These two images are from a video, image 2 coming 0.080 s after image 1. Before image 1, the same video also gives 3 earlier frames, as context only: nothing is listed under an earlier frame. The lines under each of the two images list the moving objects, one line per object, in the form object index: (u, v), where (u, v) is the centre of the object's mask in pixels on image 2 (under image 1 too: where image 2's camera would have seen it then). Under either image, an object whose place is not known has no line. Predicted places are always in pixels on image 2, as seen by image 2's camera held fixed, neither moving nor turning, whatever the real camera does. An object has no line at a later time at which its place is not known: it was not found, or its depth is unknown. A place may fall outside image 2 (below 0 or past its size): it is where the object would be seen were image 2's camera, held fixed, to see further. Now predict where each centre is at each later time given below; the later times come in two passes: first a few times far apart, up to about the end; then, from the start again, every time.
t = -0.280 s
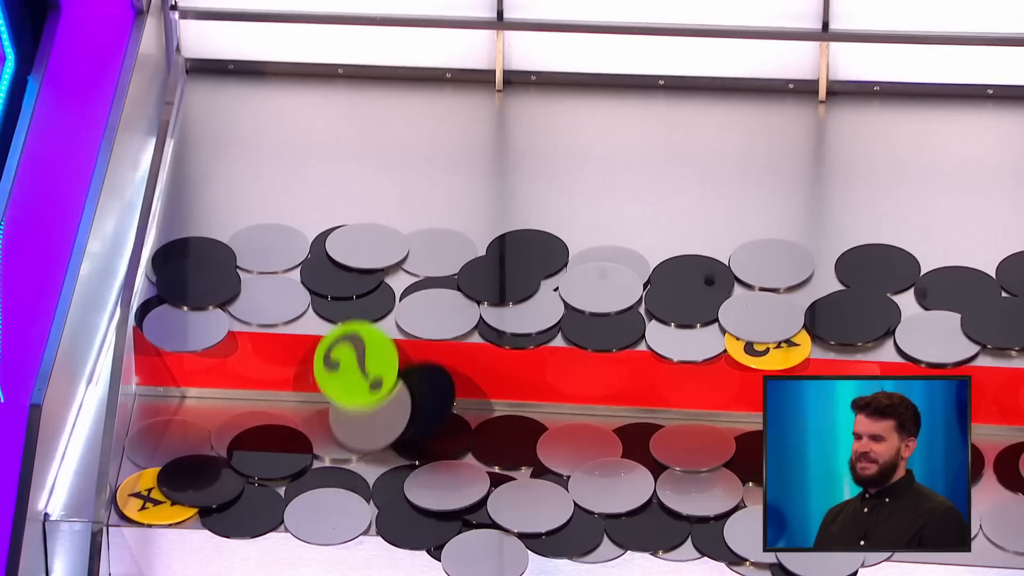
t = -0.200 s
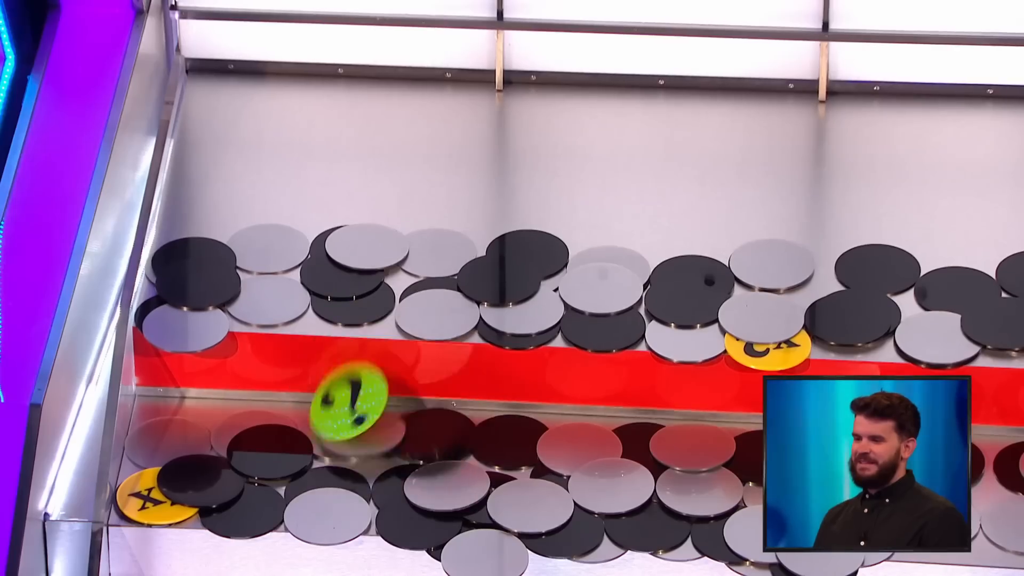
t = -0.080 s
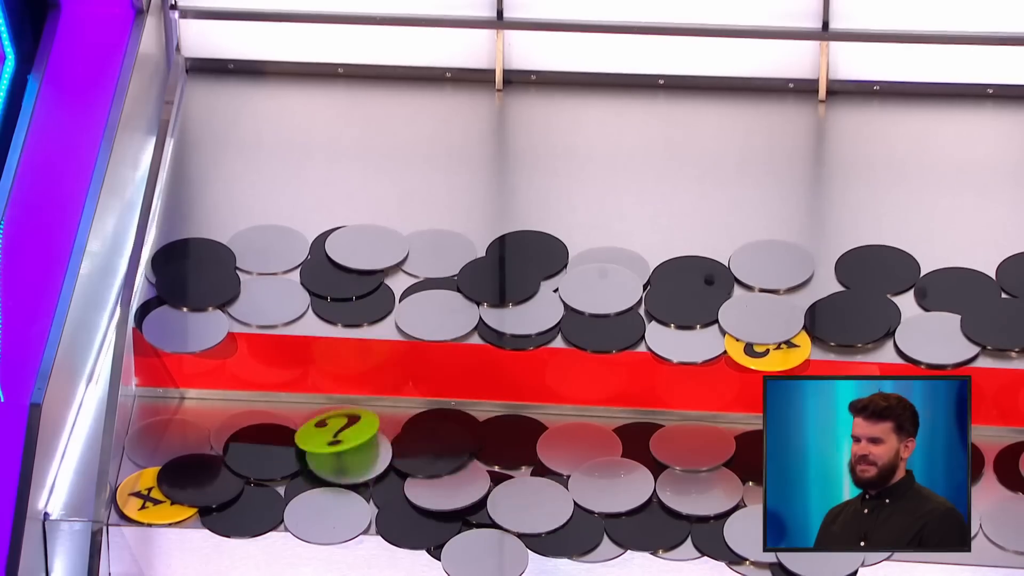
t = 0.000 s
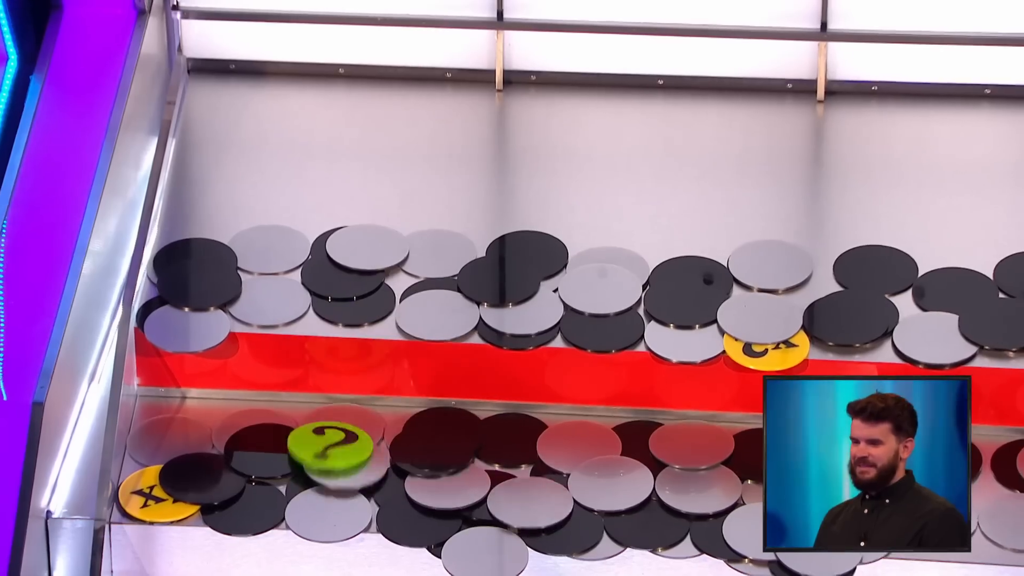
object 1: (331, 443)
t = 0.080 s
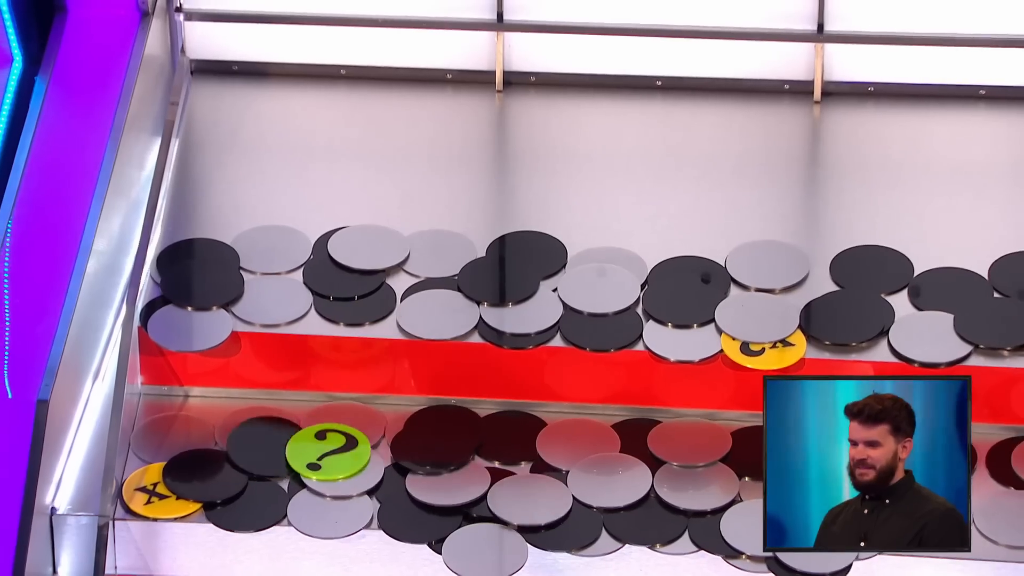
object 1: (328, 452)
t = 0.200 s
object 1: (328, 461)
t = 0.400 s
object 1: (328, 464)
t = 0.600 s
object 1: (328, 465)
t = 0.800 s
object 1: (328, 465)
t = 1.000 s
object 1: (328, 465)
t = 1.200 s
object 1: (328, 465)
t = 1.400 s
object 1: (328, 465)
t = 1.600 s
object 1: (328, 465)
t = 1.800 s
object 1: (328, 465)
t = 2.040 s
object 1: (328, 466)
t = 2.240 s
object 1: (328, 466)
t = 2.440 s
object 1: (328, 466)
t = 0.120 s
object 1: (327, 455)
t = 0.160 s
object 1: (327, 458)
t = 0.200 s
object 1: (328, 461)
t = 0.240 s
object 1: (328, 463)
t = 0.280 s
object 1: (328, 464)
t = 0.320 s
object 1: (328, 464)
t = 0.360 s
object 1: (328, 464)
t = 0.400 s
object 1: (328, 464)
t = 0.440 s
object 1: (328, 465)
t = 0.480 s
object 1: (328, 465)
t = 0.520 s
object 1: (328, 465)
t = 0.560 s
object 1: (328, 465)
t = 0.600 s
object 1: (328, 465)
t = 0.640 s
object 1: (328, 465)
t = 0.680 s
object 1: (328, 465)
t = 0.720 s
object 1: (328, 465)
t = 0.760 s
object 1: (328, 465)
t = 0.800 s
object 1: (328, 465)
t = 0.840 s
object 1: (328, 465)
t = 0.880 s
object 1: (328, 465)
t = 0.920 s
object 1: (328, 465)
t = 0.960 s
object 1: (328, 465)
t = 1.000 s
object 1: (328, 465)
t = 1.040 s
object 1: (328, 465)
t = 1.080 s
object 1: (328, 465)
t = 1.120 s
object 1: (328, 465)
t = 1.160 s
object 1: (328, 465)
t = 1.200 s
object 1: (328, 465)
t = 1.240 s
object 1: (328, 465)
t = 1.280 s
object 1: (328, 465)
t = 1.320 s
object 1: (328, 465)
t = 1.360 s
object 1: (328, 465)
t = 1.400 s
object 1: (328, 465)
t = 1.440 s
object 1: (328, 465)
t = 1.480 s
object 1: (328, 465)
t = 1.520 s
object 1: (328, 465)
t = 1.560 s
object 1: (328, 465)
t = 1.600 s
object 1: (328, 465)
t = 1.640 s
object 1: (328, 465)
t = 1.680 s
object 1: (328, 465)
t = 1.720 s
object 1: (328, 465)
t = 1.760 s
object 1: (328, 465)
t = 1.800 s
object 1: (328, 465)
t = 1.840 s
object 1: (328, 465)
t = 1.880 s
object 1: (328, 465)
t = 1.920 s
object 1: (328, 465)
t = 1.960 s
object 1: (328, 466)
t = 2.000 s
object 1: (328, 466)
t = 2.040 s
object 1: (328, 466)
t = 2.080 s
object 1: (328, 466)
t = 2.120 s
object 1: (328, 466)
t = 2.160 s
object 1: (328, 466)
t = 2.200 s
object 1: (328, 466)
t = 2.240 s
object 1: (328, 466)
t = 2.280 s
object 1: (328, 466)
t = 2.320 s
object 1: (328, 466)
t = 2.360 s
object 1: (328, 466)
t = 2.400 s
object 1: (327, 466)
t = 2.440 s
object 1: (328, 466)
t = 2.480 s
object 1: (327, 466)
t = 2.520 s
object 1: (327, 466)
